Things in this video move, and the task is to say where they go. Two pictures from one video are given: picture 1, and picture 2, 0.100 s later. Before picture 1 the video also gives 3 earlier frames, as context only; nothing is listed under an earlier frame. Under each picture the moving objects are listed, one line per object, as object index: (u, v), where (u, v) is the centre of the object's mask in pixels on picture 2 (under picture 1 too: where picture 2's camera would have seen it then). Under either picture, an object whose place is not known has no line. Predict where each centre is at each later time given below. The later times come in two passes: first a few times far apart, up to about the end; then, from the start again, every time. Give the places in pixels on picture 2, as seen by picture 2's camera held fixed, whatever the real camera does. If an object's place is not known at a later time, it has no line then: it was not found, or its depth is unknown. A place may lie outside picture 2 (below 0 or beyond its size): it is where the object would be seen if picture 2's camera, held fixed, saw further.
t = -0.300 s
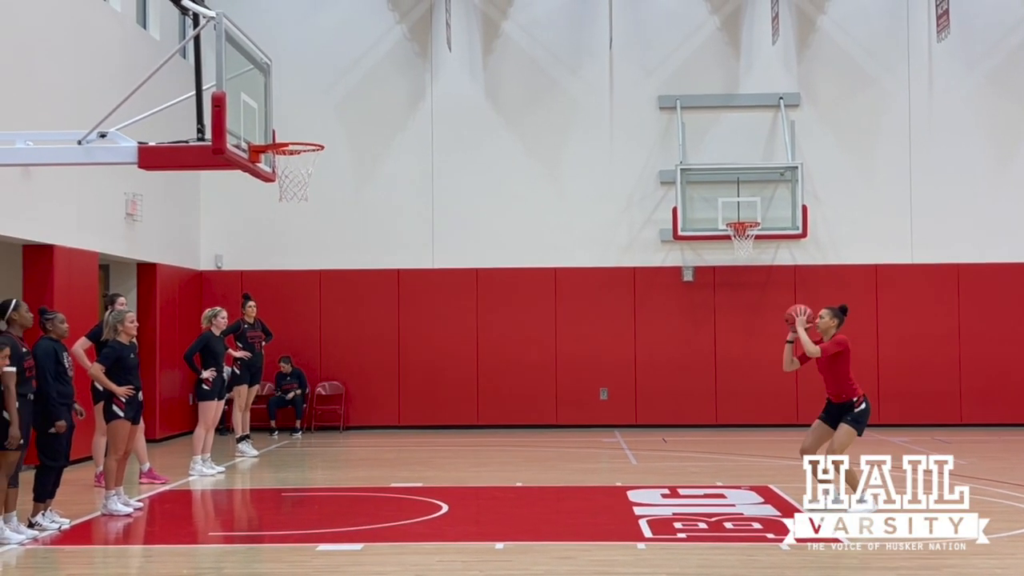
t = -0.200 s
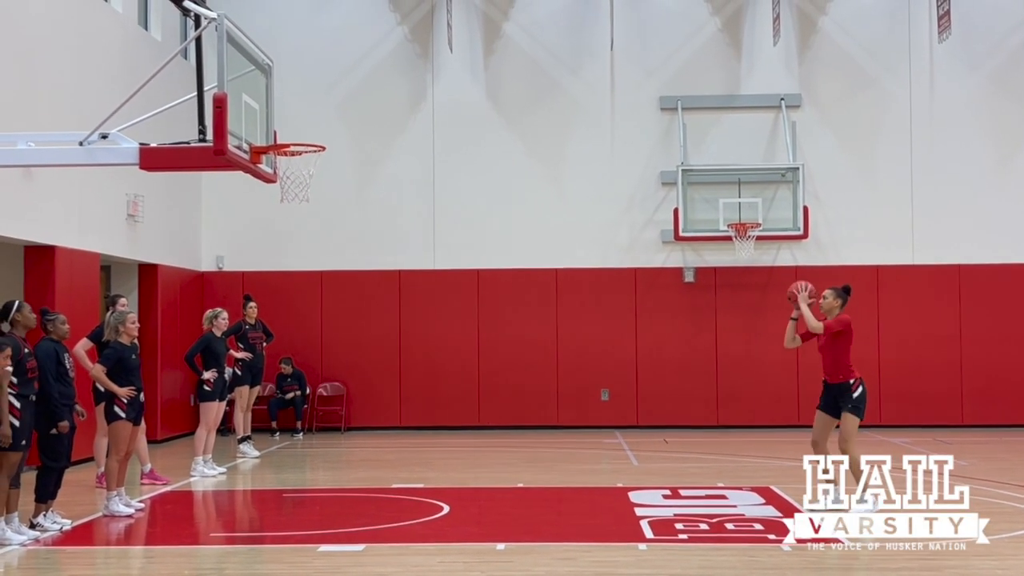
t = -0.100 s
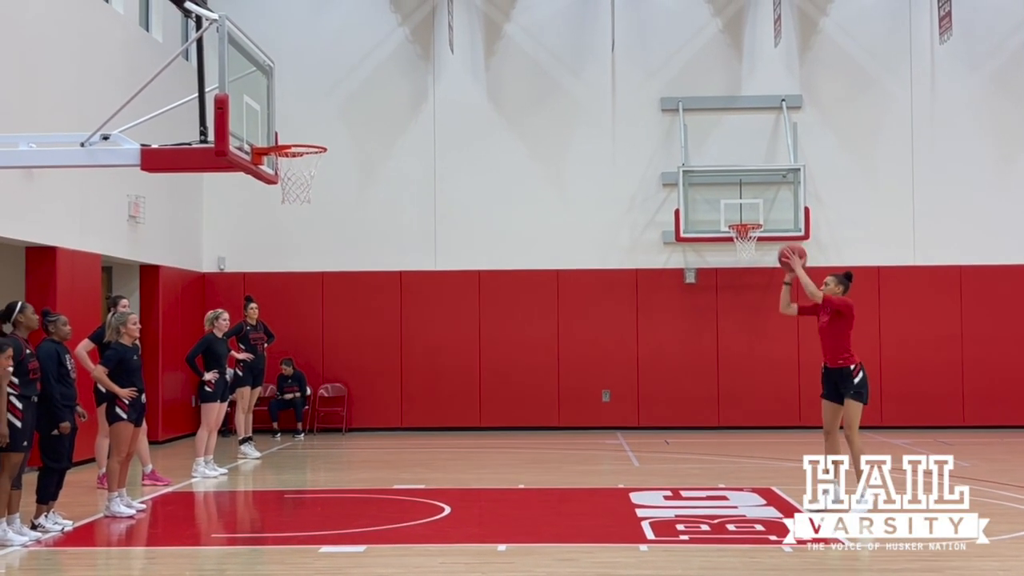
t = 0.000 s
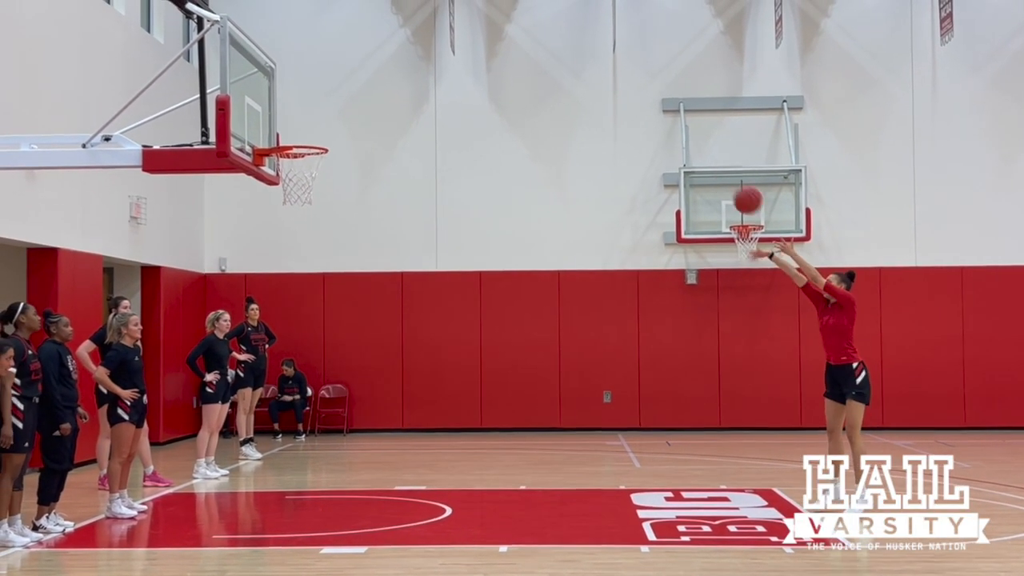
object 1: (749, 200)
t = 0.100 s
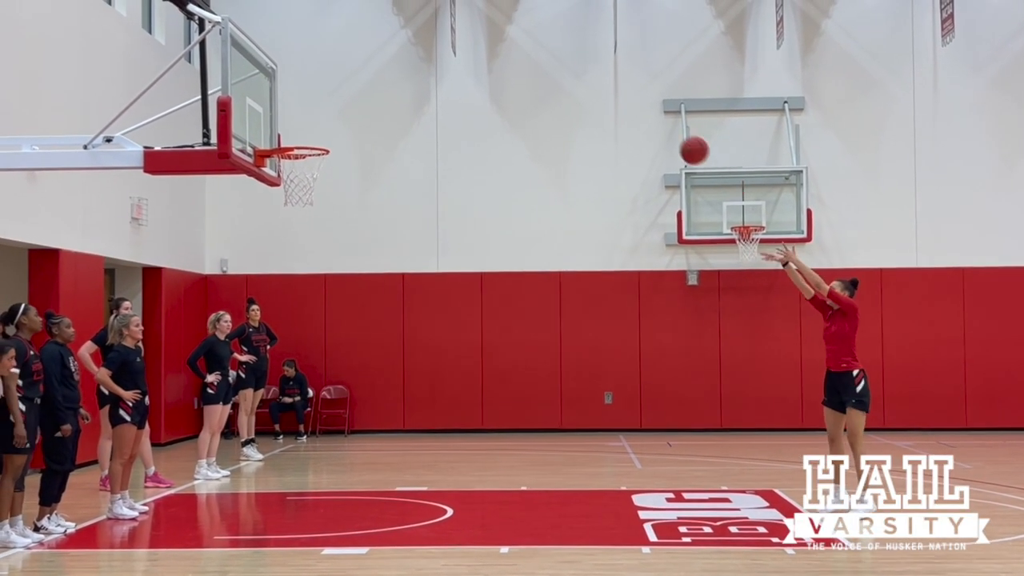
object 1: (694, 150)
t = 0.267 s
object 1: (605, 92)
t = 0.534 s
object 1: (468, 67)
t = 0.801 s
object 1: (333, 121)
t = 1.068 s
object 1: (298, 193)
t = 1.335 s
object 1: (334, 266)
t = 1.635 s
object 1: (368, 436)
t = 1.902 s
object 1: (402, 390)
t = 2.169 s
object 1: (435, 316)
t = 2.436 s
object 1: (468, 320)
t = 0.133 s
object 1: (676, 136)
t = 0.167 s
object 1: (658, 123)
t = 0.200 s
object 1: (640, 112)
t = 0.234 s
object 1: (623, 101)
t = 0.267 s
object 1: (605, 92)
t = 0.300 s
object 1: (588, 85)
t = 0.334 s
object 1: (571, 78)
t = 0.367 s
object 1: (553, 74)
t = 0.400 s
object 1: (536, 70)
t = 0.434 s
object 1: (519, 67)
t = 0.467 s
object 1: (502, 66)
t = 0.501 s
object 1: (485, 66)
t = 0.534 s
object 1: (468, 67)
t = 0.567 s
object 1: (451, 70)
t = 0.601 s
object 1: (434, 74)
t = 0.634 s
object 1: (418, 79)
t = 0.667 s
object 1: (401, 85)
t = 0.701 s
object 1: (384, 92)
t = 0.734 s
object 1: (367, 101)
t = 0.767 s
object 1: (350, 111)
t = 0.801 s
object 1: (333, 121)
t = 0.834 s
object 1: (316, 134)
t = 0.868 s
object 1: (302, 138)
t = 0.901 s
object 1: (290, 153)
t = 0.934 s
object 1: (285, 164)
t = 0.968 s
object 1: (287, 174)
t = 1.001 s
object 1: (290, 183)
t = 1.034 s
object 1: (294, 188)
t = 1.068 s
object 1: (298, 193)
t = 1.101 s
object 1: (303, 198)
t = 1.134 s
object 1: (308, 205)
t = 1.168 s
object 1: (312, 211)
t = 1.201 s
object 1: (317, 220)
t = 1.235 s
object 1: (321, 230)
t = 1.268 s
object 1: (326, 241)
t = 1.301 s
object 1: (330, 253)
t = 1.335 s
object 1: (334, 266)
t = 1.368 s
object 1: (338, 280)
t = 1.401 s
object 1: (343, 295)
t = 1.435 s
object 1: (347, 312)
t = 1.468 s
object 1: (351, 330)
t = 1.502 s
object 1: (354, 348)
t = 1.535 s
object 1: (359, 369)
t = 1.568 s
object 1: (363, 389)
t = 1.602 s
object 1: (366, 412)
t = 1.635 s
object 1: (368, 436)
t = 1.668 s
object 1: (369, 461)
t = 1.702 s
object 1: (374, 486)
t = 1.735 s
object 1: (378, 477)
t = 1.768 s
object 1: (383, 458)
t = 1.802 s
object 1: (387, 438)
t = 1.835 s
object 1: (394, 421)
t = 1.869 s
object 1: (398, 405)
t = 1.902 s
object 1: (402, 390)
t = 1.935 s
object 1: (406, 376)
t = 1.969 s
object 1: (410, 364)
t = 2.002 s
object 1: (414, 353)
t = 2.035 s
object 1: (419, 343)
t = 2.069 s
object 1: (422, 334)
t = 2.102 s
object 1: (427, 328)
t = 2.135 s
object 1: (431, 321)
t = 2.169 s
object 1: (435, 316)
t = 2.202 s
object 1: (439, 313)
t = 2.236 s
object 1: (443, 310)
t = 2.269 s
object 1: (447, 309)
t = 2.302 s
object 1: (451, 309)
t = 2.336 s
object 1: (455, 310)
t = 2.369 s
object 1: (459, 312)
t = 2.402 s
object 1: (463, 316)
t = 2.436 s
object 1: (468, 320)
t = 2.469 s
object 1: (471, 327)
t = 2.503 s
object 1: (475, 334)
